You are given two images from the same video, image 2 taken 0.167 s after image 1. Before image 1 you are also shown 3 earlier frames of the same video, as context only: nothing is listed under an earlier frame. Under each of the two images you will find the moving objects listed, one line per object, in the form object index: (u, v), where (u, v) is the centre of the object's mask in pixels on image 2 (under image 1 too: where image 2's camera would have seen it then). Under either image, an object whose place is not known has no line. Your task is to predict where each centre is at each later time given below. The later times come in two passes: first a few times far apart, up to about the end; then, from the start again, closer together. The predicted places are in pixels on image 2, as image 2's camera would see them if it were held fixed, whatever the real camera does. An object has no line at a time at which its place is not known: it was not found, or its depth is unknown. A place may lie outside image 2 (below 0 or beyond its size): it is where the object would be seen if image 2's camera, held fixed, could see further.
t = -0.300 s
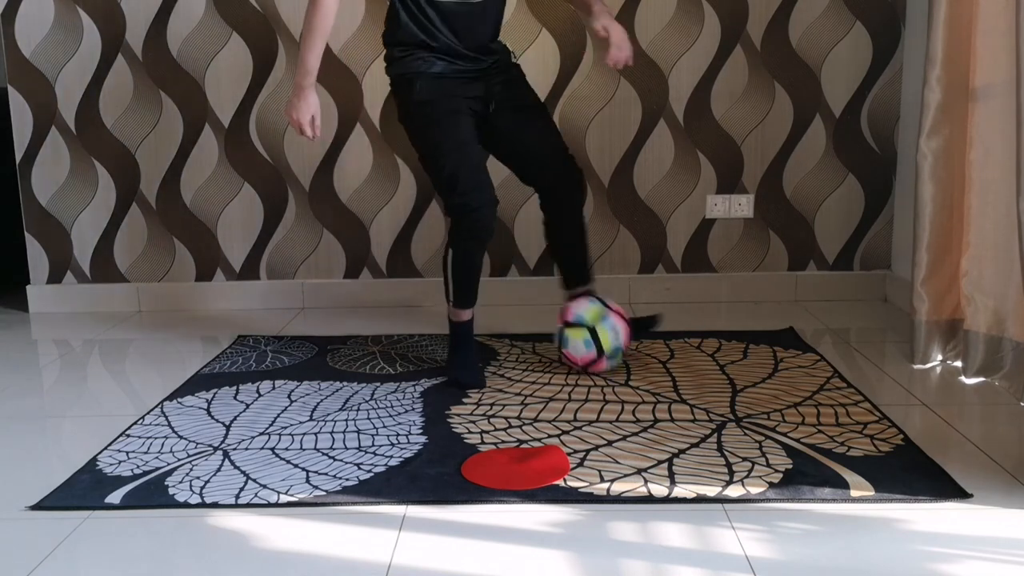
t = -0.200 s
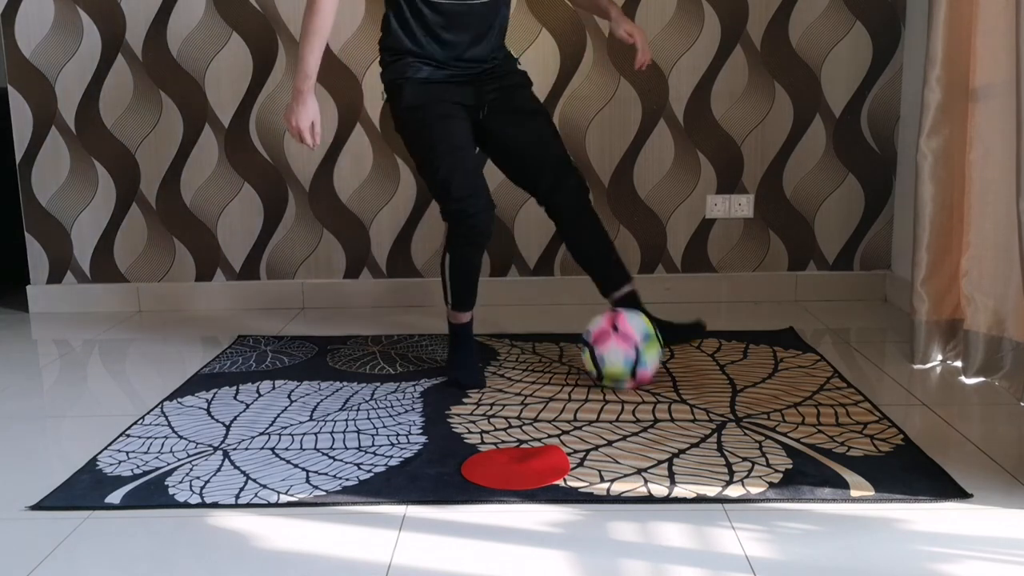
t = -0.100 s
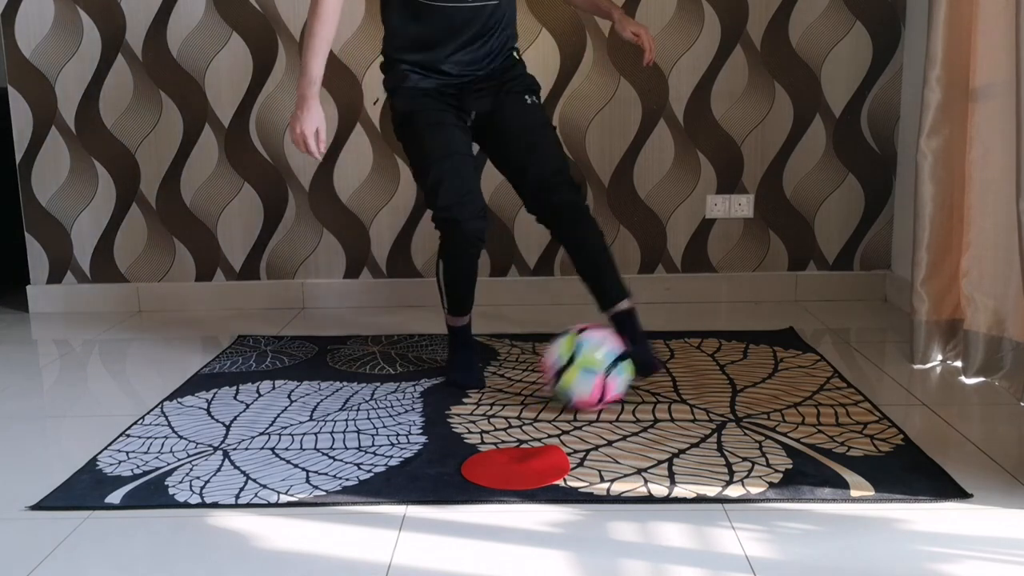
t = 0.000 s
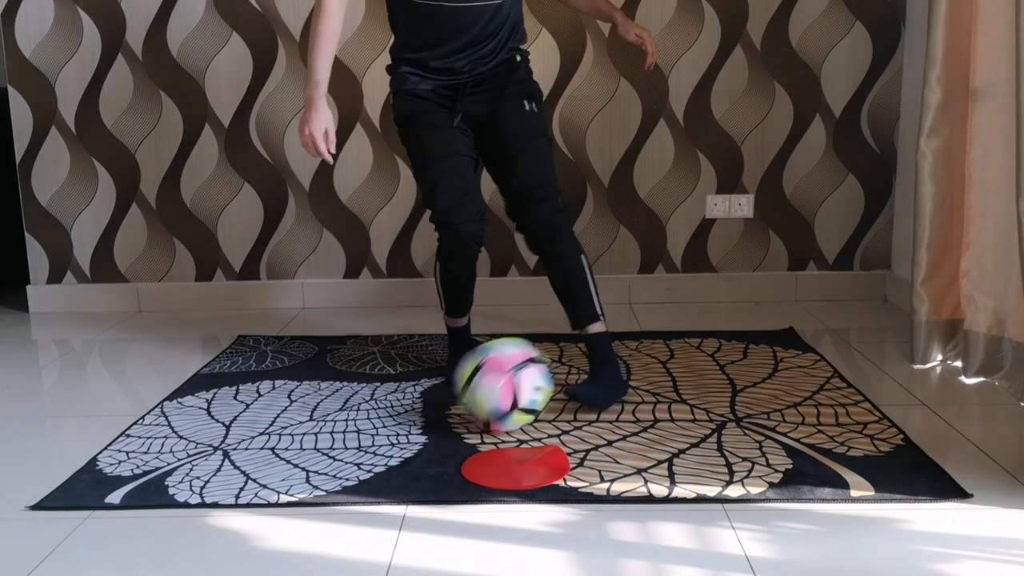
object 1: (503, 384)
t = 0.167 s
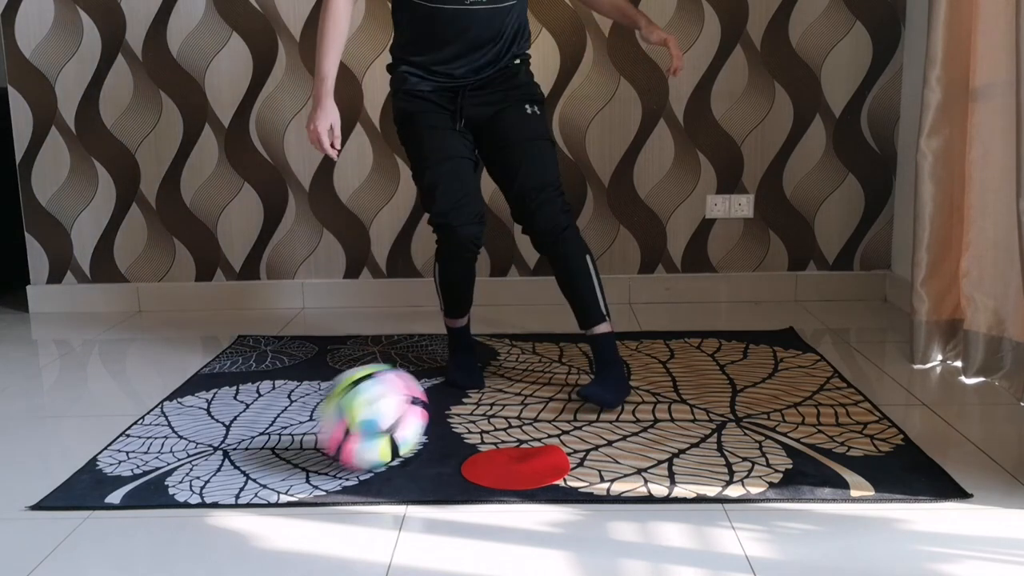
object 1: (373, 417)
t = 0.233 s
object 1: (311, 434)
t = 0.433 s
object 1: (91, 495)
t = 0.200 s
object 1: (344, 427)
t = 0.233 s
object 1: (311, 434)
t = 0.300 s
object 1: (245, 452)
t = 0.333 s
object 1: (208, 465)
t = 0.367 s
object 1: (171, 474)
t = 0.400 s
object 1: (130, 485)
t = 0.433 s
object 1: (91, 495)
